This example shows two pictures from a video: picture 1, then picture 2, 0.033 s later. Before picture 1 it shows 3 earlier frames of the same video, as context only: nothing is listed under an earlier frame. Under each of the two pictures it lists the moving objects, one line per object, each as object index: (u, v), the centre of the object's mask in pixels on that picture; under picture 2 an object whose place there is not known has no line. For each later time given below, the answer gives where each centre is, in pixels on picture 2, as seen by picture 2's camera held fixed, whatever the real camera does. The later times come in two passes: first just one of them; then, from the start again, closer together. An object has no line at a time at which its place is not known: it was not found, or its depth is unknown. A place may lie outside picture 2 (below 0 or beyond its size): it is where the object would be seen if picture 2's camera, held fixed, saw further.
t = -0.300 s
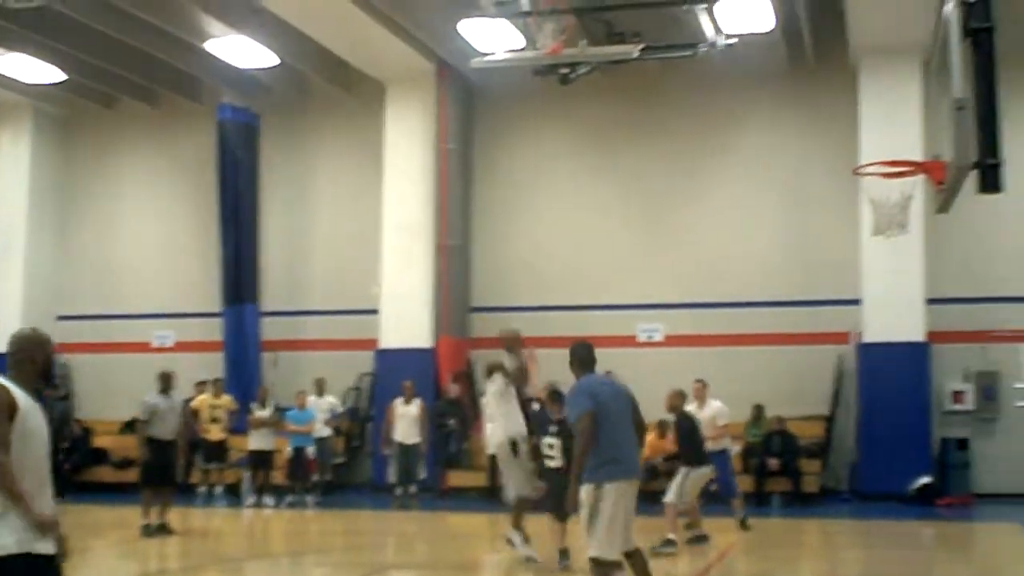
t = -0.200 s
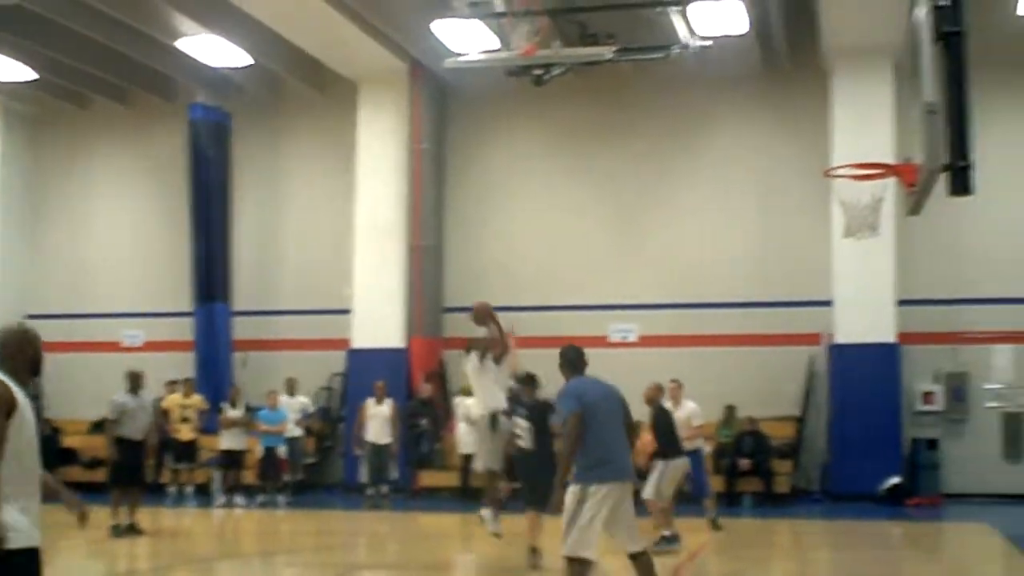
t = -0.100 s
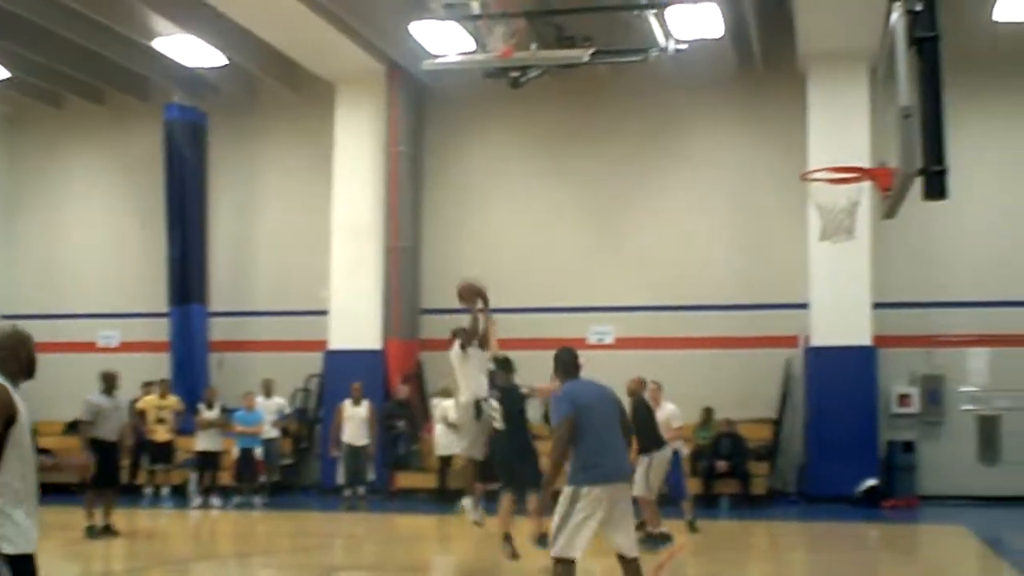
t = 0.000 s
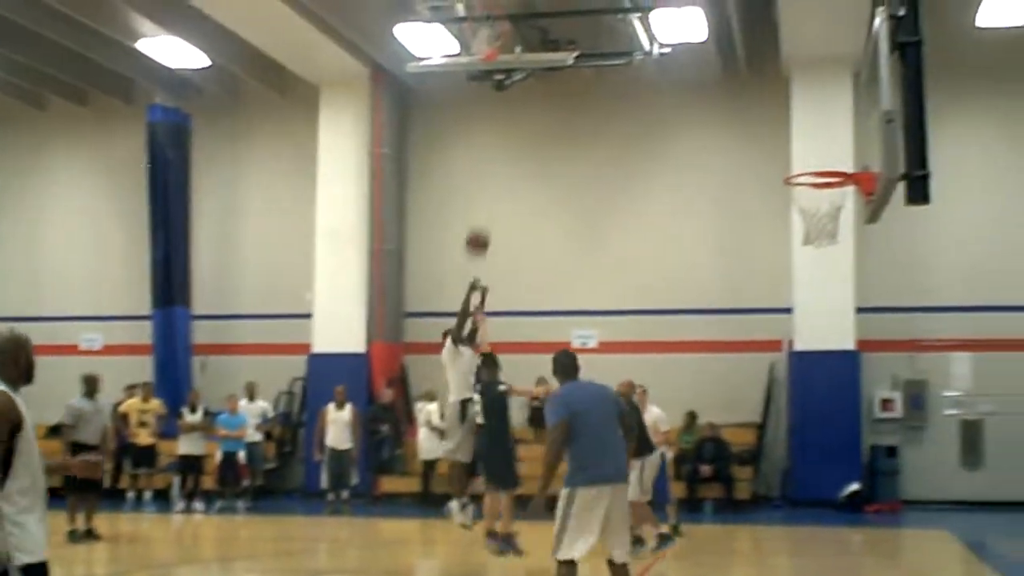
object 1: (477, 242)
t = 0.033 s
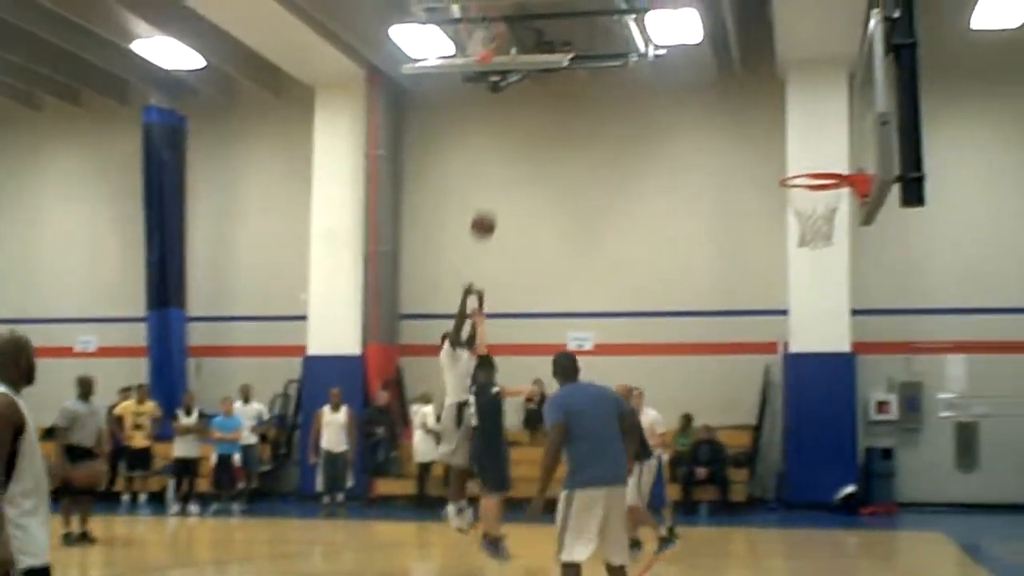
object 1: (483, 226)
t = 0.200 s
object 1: (536, 148)
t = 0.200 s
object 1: (536, 148)
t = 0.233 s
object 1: (547, 135)
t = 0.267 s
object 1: (558, 123)
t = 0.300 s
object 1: (569, 114)
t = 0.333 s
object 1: (581, 104)
